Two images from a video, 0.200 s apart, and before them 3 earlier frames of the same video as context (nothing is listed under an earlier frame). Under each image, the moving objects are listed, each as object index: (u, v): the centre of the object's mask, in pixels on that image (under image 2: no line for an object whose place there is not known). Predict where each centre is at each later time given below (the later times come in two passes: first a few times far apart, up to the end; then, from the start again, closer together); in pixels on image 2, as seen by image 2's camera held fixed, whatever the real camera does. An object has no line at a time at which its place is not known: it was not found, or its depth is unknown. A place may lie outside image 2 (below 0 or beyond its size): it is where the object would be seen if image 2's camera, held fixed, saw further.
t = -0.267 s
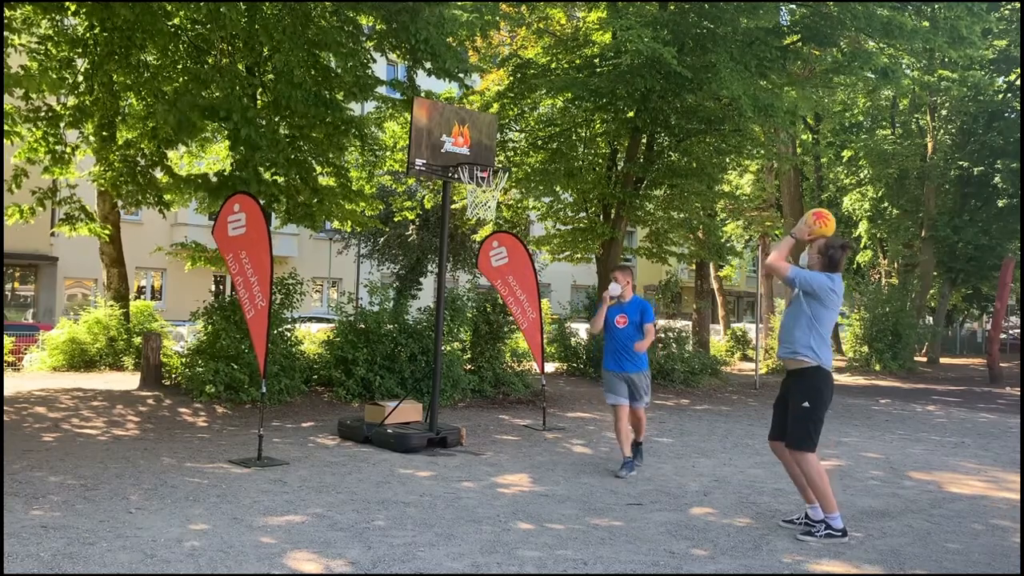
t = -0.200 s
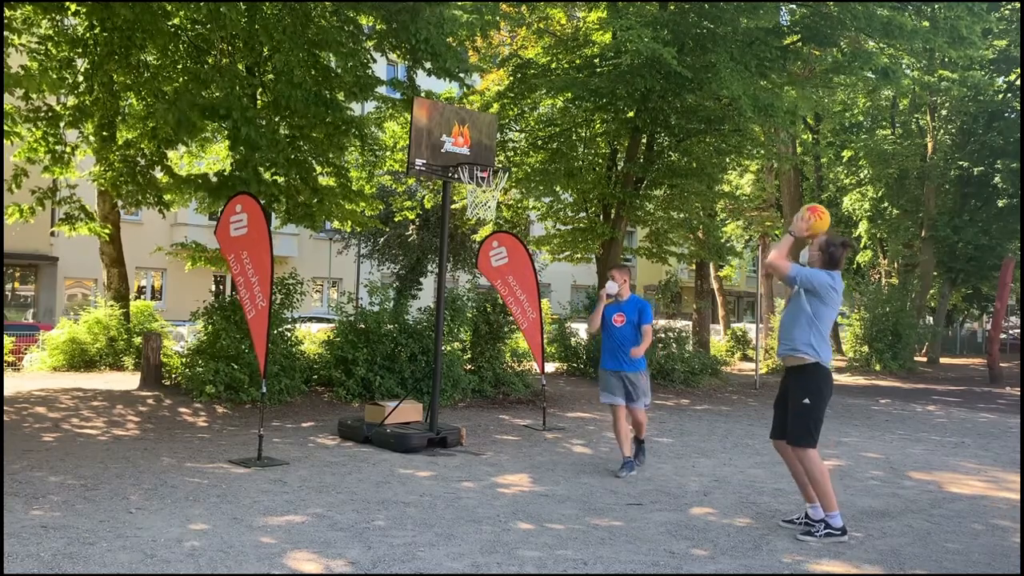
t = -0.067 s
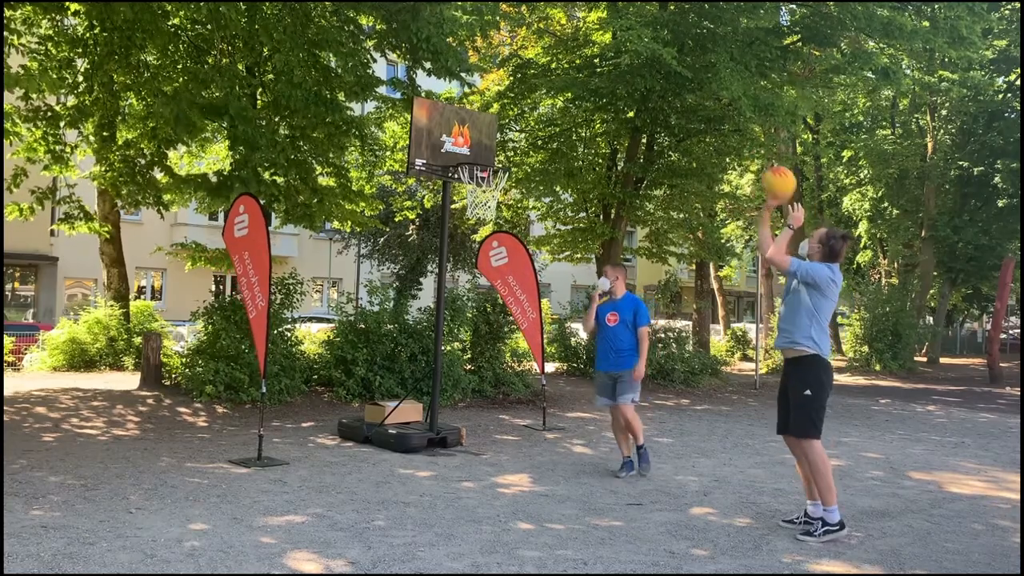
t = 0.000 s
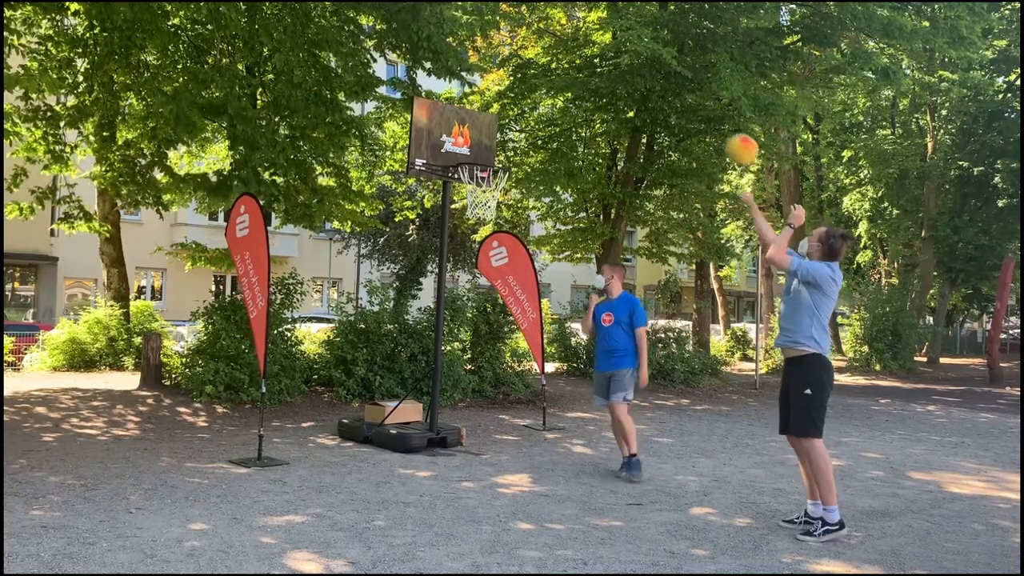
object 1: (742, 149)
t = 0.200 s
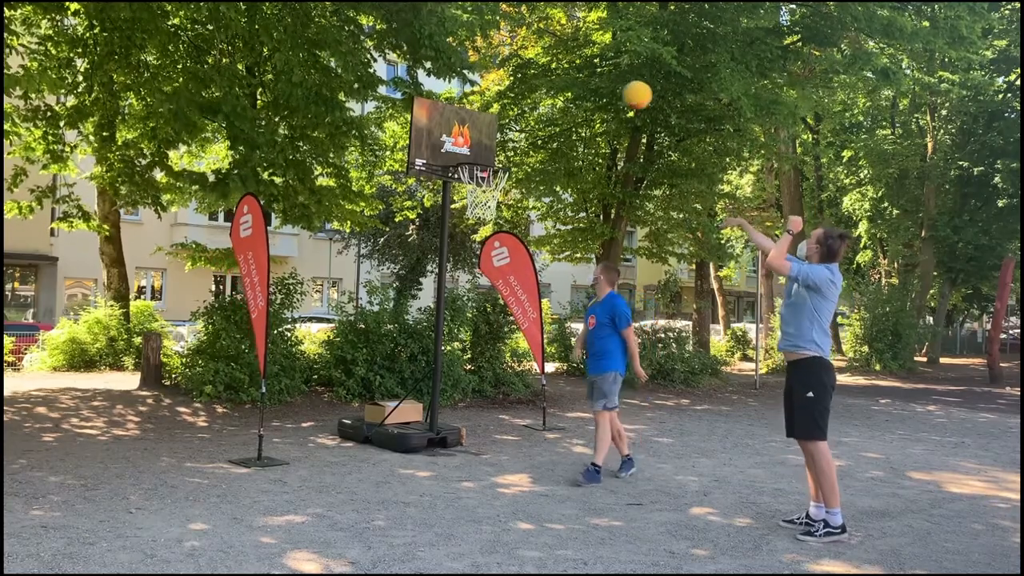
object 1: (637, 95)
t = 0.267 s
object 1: (606, 90)
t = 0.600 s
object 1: (475, 142)
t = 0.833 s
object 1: (474, 143)
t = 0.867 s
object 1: (476, 144)
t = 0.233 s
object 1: (621, 92)
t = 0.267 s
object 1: (606, 90)
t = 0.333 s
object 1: (577, 90)
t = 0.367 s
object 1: (563, 93)
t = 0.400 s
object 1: (550, 96)
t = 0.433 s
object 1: (536, 101)
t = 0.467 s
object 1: (523, 107)
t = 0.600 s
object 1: (475, 142)
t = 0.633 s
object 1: (461, 152)
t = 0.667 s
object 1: (461, 152)
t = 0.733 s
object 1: (467, 145)
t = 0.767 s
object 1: (469, 143)
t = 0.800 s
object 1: (471, 142)
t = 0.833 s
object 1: (474, 143)
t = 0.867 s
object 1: (476, 144)
